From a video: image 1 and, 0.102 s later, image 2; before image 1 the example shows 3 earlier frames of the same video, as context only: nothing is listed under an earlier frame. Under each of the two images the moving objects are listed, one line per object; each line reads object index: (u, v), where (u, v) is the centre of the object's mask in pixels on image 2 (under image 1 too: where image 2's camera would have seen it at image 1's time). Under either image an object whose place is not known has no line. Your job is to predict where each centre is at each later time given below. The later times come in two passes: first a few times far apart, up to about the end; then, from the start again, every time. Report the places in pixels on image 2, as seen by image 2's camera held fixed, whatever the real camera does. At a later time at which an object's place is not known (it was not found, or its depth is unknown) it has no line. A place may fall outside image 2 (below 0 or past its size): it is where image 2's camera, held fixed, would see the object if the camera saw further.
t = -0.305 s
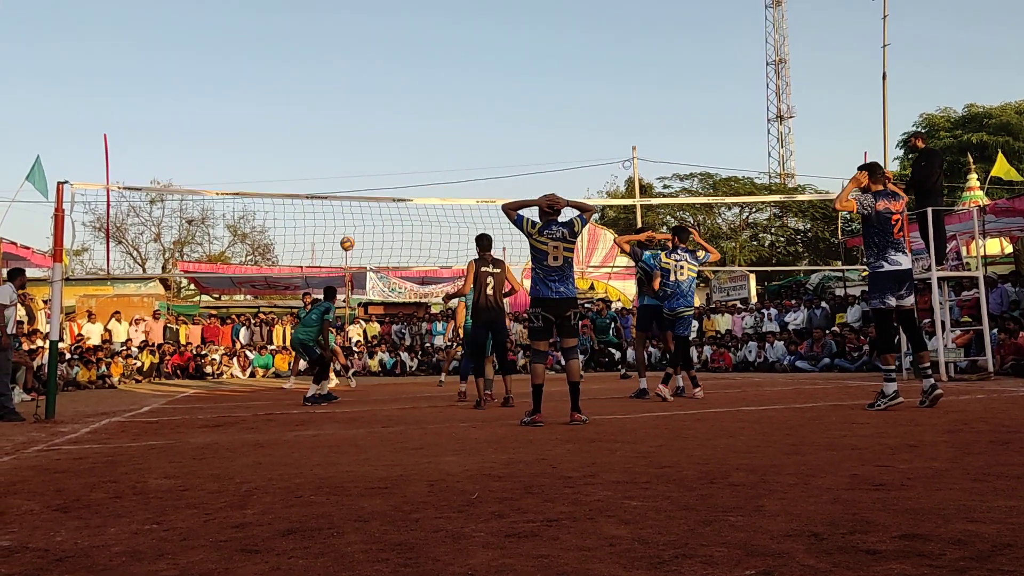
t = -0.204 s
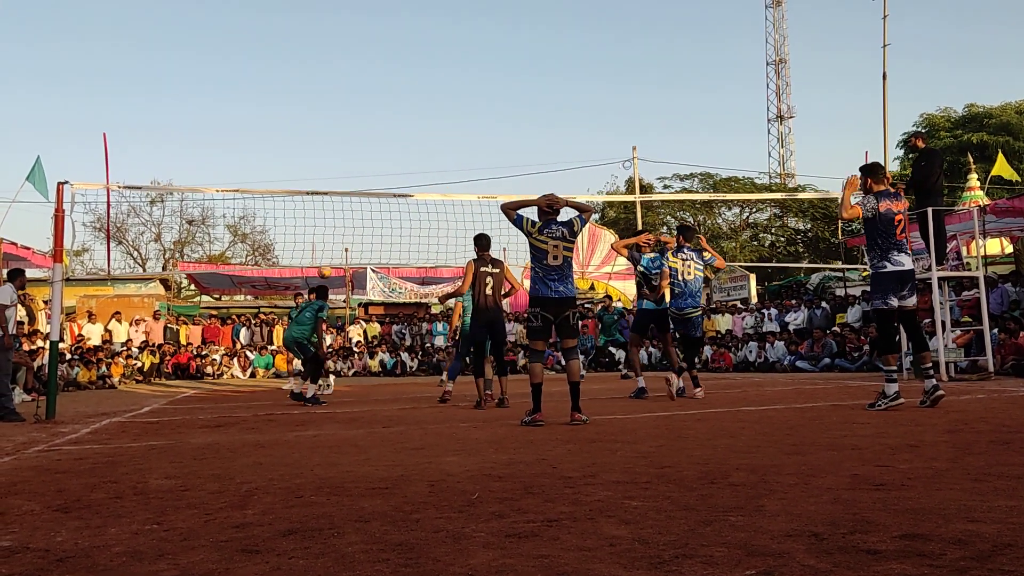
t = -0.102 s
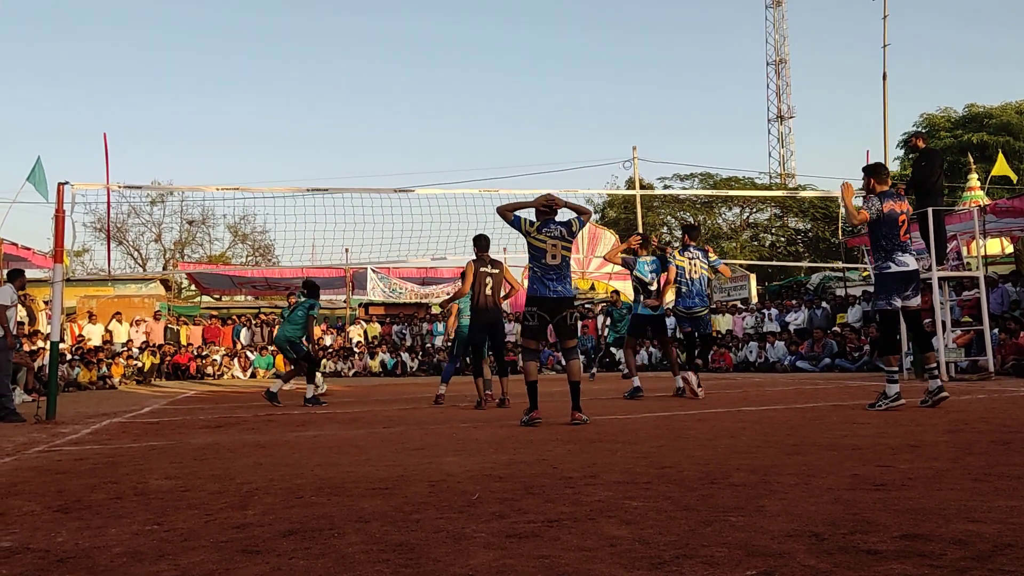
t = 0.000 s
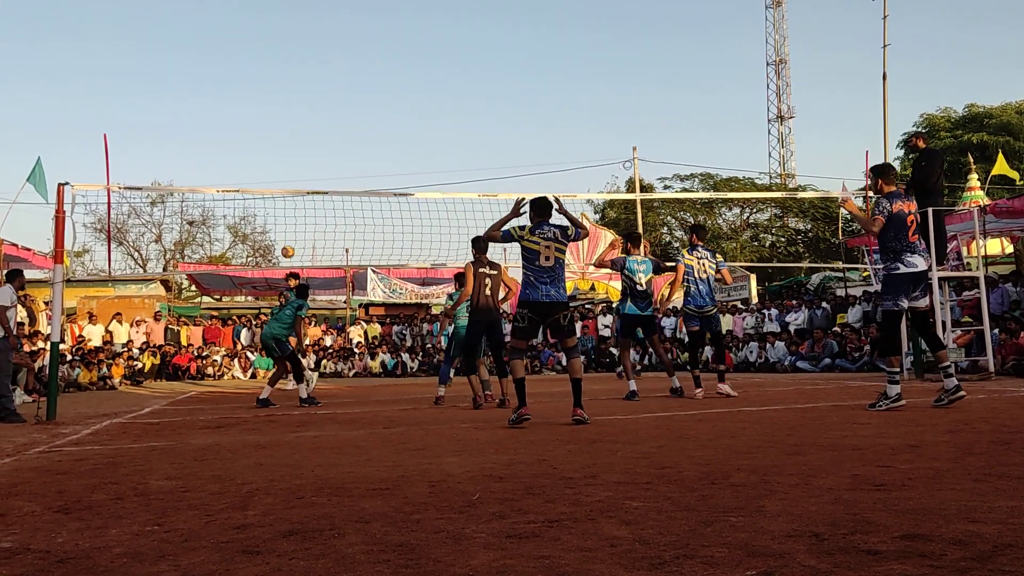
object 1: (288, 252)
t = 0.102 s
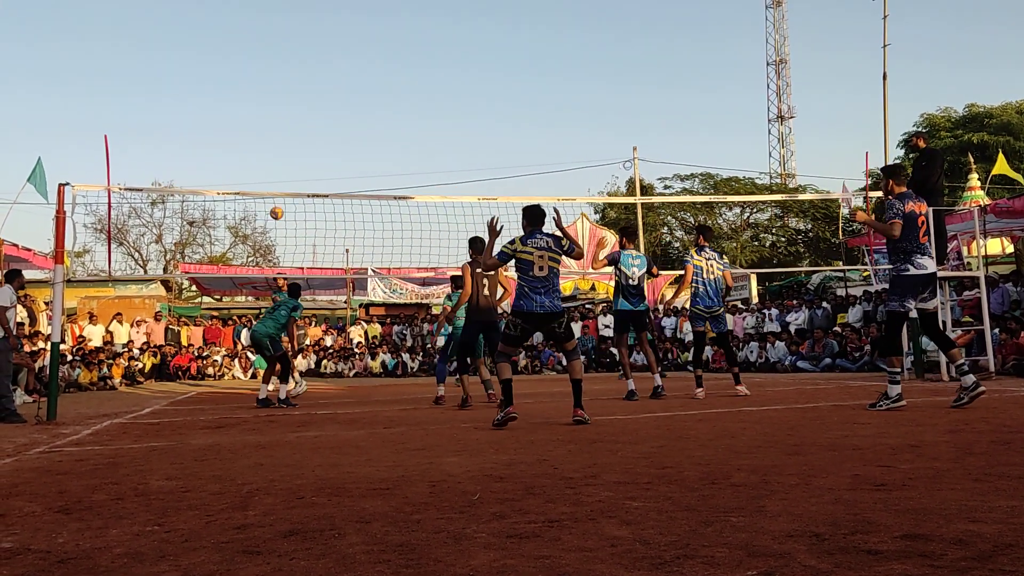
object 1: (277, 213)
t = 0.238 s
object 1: (260, 170)
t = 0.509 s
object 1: (227, 117)
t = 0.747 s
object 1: (198, 106)
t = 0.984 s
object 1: (170, 132)
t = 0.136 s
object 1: (272, 202)
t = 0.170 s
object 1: (268, 188)
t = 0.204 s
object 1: (265, 180)
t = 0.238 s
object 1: (260, 170)
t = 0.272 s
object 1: (256, 161)
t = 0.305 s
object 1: (252, 153)
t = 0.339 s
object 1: (248, 145)
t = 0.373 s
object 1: (244, 138)
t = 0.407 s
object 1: (240, 131)
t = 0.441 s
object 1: (236, 126)
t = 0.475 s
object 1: (232, 121)
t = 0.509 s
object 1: (227, 117)
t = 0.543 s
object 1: (223, 113)
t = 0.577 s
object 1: (219, 110)
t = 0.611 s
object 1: (215, 108)
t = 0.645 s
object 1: (211, 106)
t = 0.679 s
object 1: (206, 105)
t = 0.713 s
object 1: (202, 106)
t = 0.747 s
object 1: (198, 106)
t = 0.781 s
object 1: (194, 107)
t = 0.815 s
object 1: (190, 110)
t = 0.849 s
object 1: (186, 113)
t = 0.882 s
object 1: (182, 117)
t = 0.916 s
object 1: (178, 121)
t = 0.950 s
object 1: (173, 126)
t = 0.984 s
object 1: (170, 132)
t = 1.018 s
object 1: (165, 139)
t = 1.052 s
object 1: (162, 147)
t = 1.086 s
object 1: (157, 155)
